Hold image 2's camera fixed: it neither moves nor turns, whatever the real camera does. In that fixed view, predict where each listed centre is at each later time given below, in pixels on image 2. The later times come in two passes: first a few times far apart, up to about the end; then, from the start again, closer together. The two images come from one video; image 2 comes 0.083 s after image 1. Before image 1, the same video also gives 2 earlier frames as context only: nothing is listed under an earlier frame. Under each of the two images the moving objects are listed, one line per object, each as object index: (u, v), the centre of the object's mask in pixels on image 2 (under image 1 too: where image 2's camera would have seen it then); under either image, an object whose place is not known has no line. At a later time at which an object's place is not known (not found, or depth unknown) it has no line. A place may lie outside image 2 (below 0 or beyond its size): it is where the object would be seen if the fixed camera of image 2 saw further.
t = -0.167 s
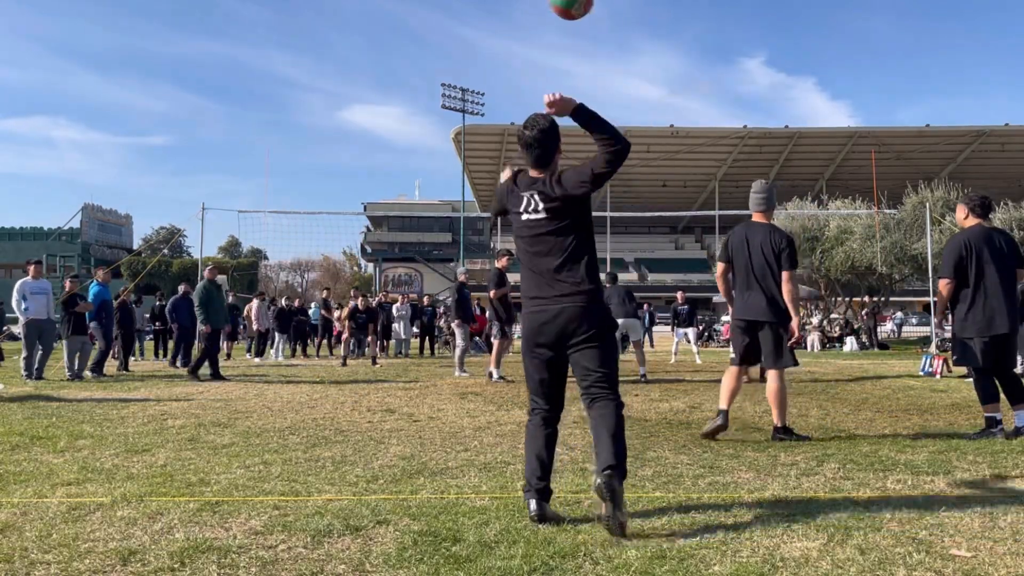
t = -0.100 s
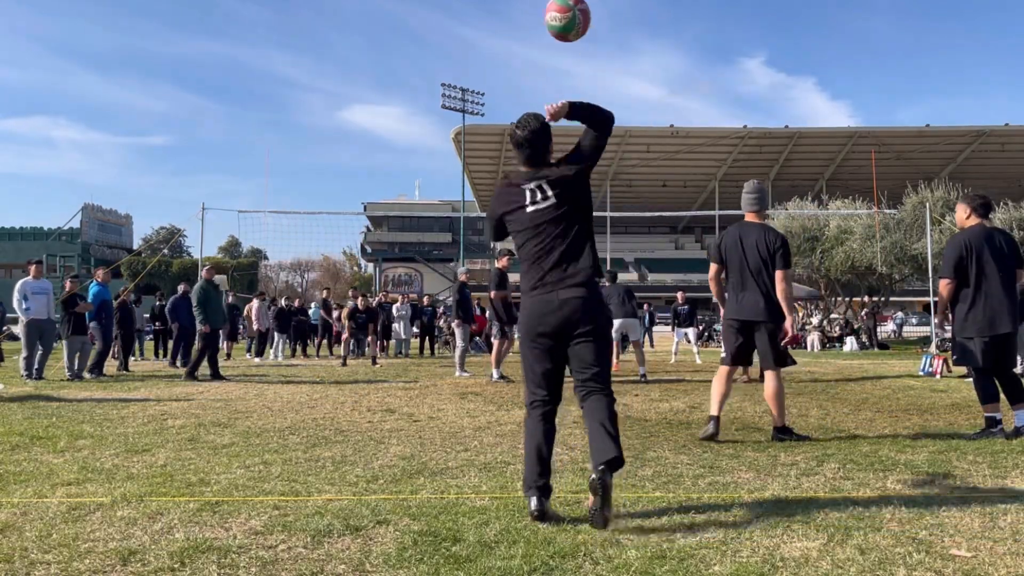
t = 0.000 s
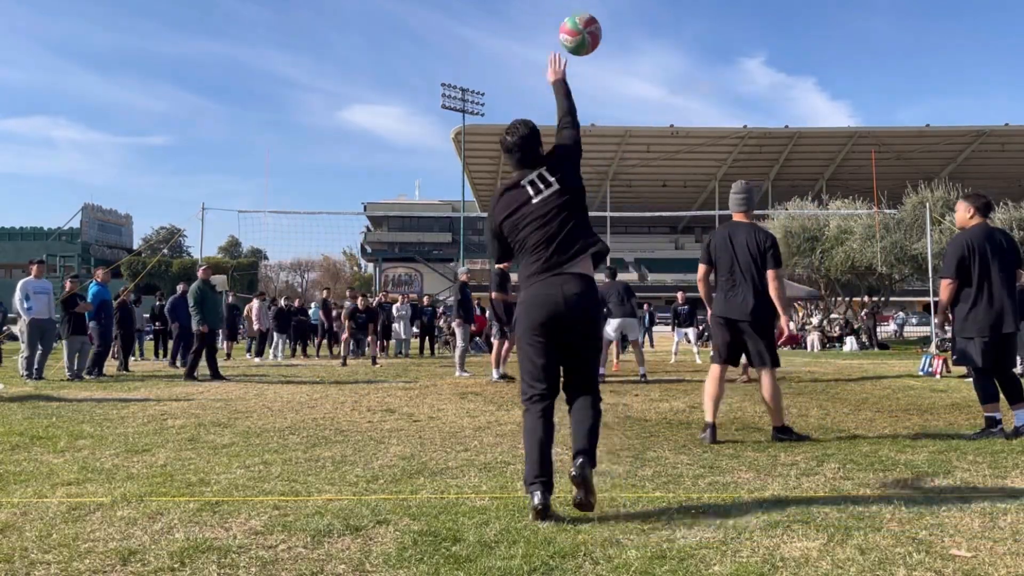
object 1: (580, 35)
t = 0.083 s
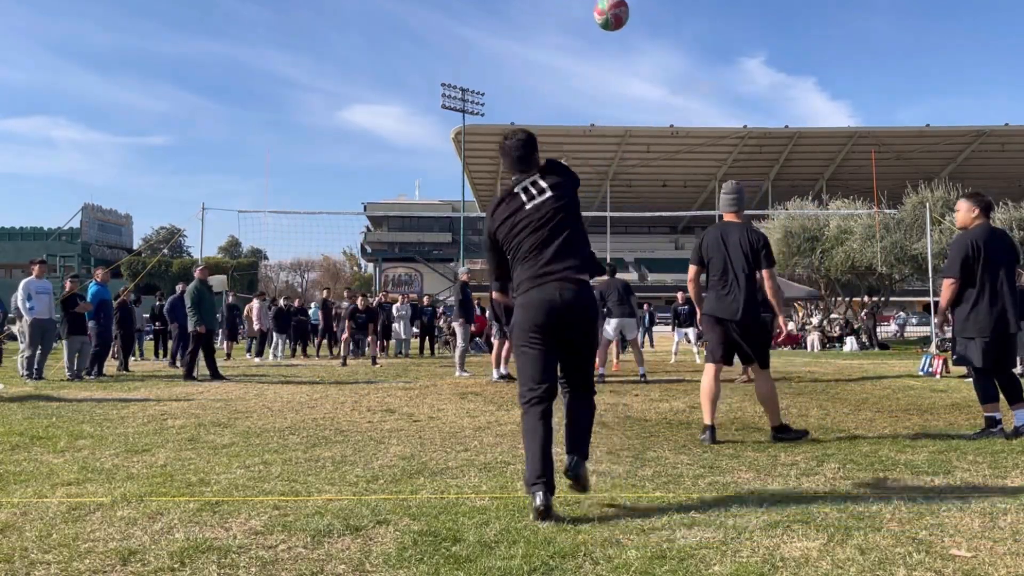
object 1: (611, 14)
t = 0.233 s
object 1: (648, 9)
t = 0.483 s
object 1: (689, 43)
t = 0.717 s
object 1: (716, 103)
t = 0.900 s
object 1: (735, 161)
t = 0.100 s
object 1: (616, 13)
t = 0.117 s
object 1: (621, 12)
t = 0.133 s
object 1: (626, 11)
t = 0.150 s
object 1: (630, 10)
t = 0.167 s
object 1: (634, 9)
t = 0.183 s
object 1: (638, 9)
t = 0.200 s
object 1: (641, 9)
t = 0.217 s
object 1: (645, 9)
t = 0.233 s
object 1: (648, 9)
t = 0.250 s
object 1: (651, 9)
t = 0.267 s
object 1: (654, 10)
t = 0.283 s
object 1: (657, 11)
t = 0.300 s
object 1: (660, 12)
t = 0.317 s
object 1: (663, 13)
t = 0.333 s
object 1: (666, 16)
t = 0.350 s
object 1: (668, 18)
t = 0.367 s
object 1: (671, 21)
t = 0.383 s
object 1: (674, 23)
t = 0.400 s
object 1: (677, 26)
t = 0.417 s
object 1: (679, 29)
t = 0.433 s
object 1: (682, 32)
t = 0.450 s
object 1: (684, 36)
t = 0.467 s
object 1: (686, 39)
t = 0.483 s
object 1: (689, 43)
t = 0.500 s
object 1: (691, 46)
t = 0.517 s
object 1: (693, 50)
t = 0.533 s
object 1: (695, 54)
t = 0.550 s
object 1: (697, 58)
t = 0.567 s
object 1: (700, 62)
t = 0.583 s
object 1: (701, 67)
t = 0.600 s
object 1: (703, 71)
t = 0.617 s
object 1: (705, 75)
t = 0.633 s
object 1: (707, 80)
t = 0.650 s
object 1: (709, 85)
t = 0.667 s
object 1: (711, 89)
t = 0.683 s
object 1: (713, 94)
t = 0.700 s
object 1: (715, 99)
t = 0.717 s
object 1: (716, 103)
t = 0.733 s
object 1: (719, 108)
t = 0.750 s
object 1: (720, 114)
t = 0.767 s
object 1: (722, 119)
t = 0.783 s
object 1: (724, 124)
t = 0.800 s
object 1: (725, 129)
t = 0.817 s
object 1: (726, 134)
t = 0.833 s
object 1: (728, 139)
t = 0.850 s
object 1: (729, 144)
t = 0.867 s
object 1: (730, 150)
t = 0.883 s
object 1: (733, 156)
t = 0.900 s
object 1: (735, 161)
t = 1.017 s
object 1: (747, 202)
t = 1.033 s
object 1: (749, 206)
